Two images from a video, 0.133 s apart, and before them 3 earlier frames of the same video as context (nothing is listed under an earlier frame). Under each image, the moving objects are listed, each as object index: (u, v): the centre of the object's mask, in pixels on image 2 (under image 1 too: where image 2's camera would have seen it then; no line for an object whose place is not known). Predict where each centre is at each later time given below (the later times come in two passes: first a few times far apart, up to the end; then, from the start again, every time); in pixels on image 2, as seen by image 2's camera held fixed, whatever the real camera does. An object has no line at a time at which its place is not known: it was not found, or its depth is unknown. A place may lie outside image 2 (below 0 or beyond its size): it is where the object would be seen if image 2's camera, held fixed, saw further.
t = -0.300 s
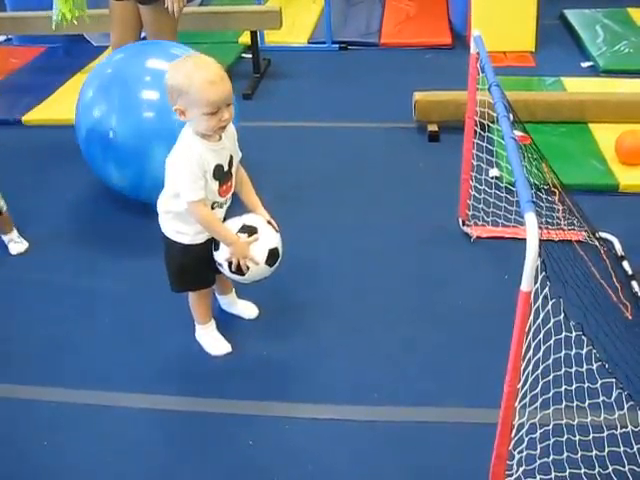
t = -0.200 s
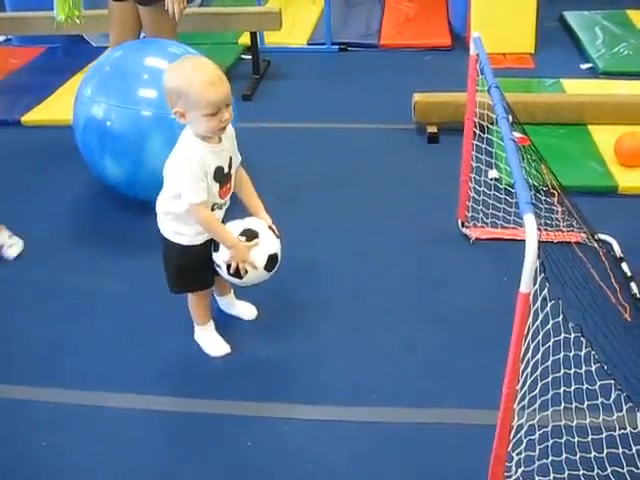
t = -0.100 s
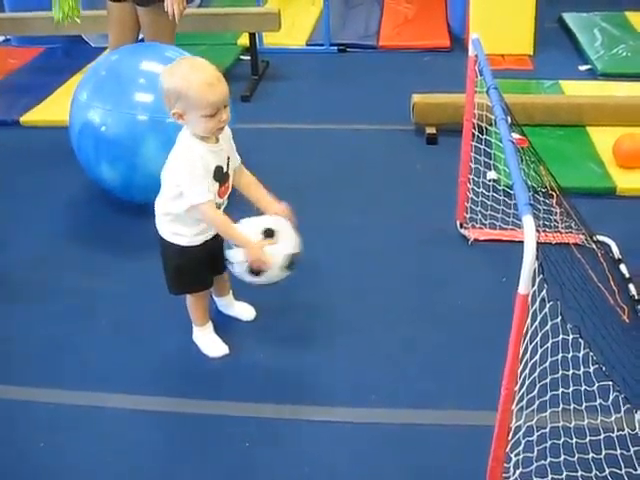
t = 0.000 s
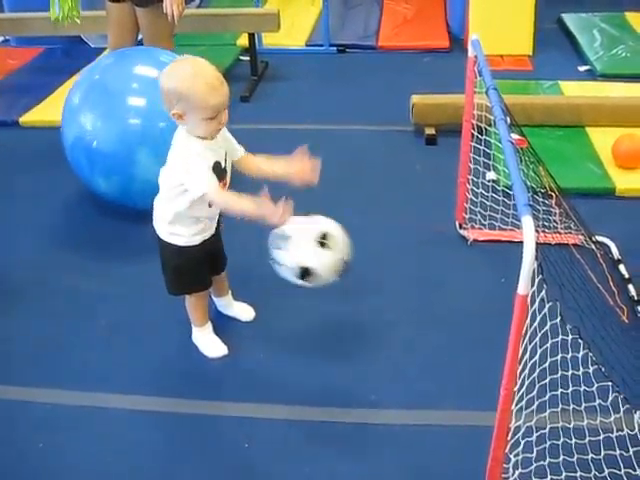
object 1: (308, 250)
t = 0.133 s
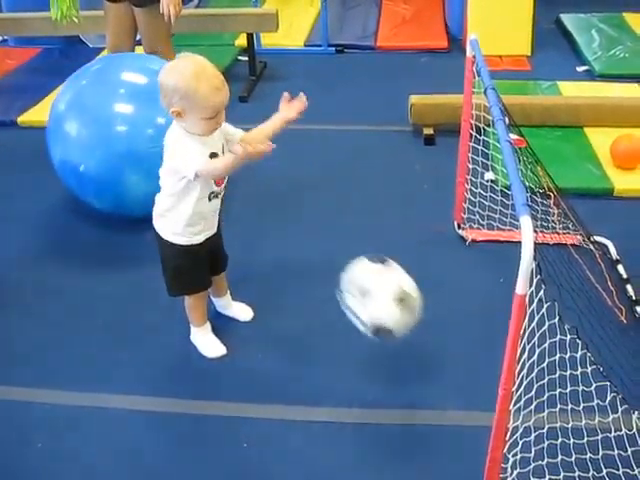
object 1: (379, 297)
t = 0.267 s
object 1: (445, 366)
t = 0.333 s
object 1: (469, 349)
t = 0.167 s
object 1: (397, 317)
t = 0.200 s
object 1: (414, 340)
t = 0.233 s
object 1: (431, 365)
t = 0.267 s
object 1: (445, 366)
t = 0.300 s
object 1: (457, 356)
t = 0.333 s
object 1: (469, 349)
